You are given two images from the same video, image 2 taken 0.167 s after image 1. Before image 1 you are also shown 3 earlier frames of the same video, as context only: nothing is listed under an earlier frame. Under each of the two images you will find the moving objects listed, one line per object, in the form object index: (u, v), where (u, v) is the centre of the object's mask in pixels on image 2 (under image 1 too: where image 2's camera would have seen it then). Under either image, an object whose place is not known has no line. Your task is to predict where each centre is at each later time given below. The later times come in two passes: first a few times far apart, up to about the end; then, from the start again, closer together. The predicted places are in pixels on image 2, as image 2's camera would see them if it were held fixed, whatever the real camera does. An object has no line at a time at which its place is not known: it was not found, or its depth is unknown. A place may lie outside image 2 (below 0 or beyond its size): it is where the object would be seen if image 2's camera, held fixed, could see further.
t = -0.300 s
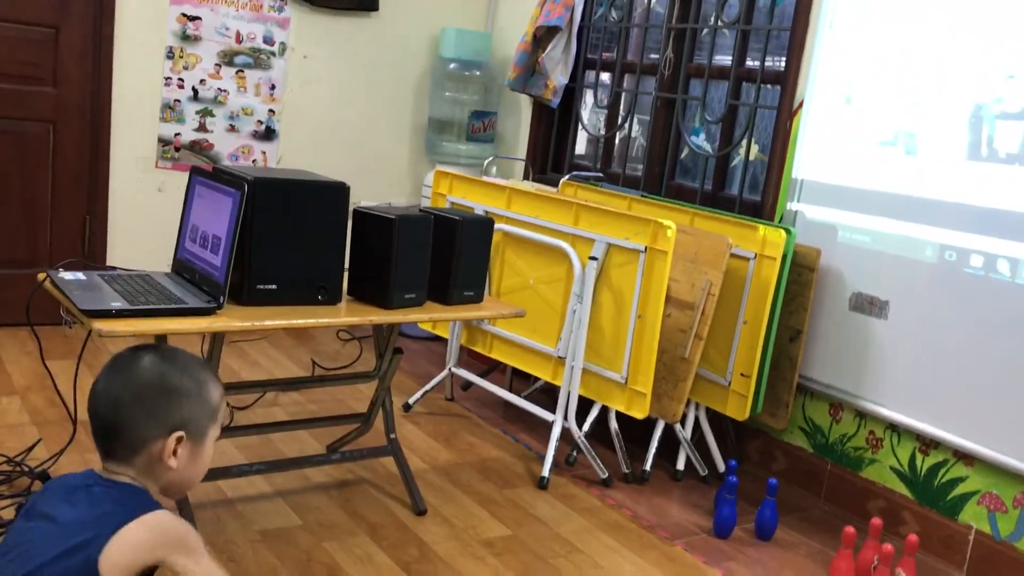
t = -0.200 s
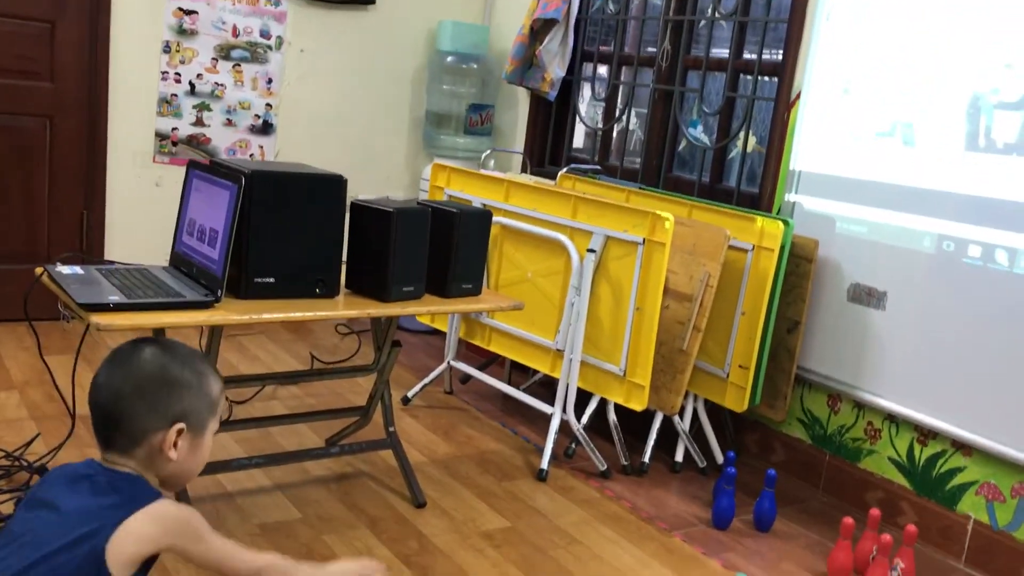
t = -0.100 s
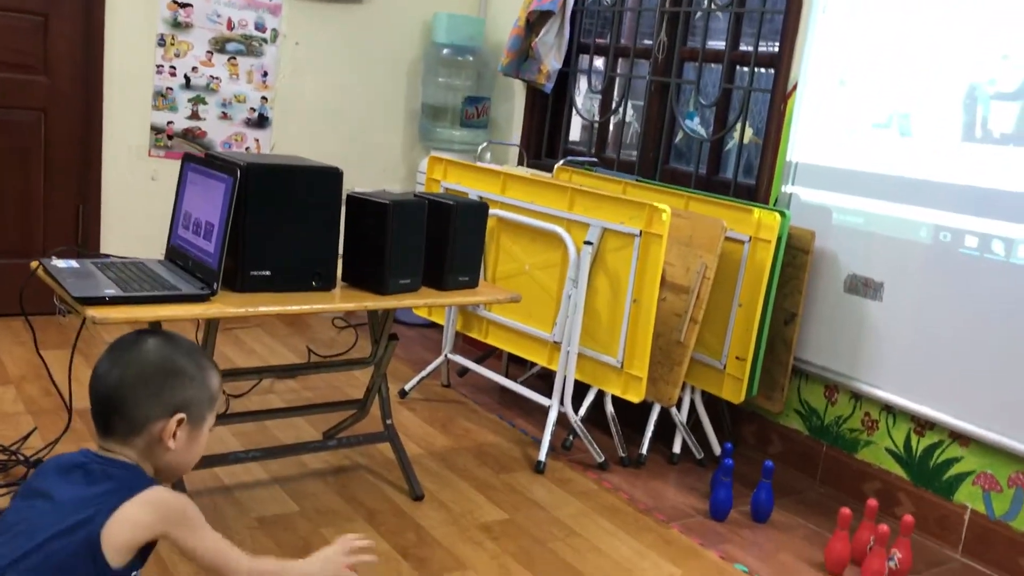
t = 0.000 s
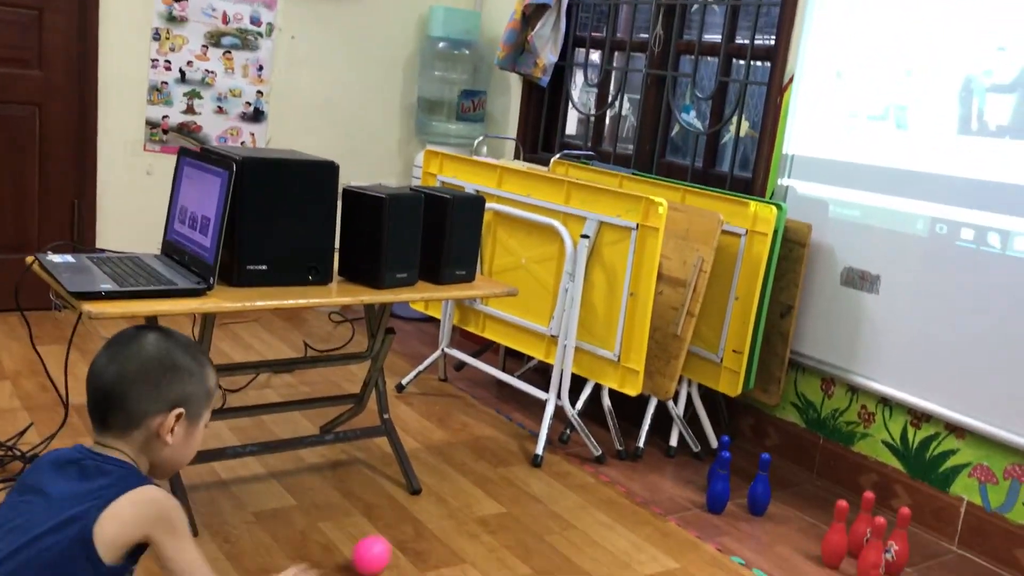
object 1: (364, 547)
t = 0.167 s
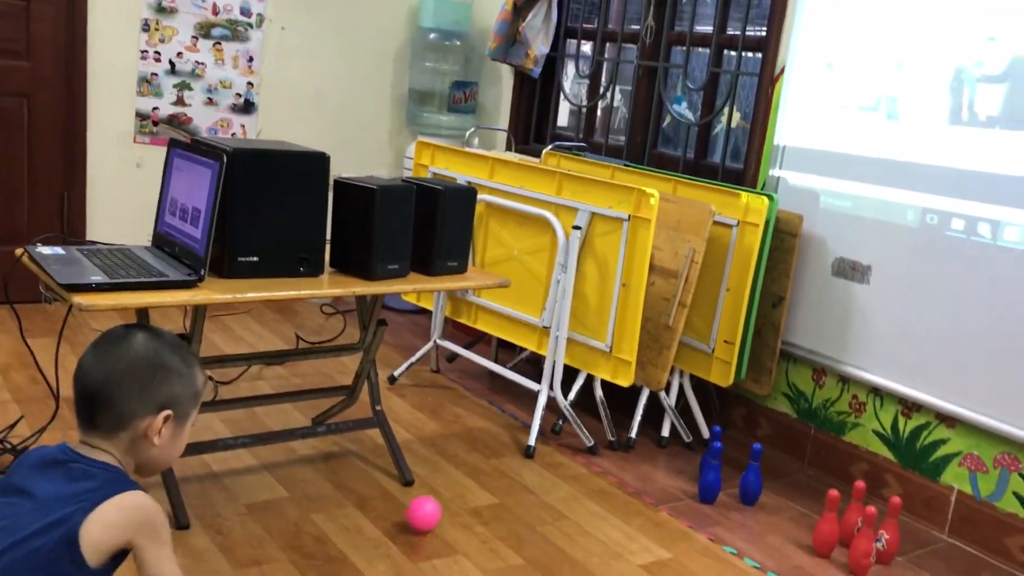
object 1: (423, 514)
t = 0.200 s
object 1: (432, 508)
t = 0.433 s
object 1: (492, 474)
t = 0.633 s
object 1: (530, 445)
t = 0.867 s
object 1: (551, 454)
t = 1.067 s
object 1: (582, 460)
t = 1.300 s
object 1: (618, 466)
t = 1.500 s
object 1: (654, 473)
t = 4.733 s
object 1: (808, 473)
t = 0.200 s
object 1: (432, 508)
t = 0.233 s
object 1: (442, 503)
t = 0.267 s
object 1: (452, 498)
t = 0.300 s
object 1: (461, 493)
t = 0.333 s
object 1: (470, 487)
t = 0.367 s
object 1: (478, 482)
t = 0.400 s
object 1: (486, 477)
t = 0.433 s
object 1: (492, 474)
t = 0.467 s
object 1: (500, 469)
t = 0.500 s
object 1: (507, 464)
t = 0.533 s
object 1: (514, 460)
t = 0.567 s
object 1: (520, 456)
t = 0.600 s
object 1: (526, 452)
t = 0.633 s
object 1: (530, 445)
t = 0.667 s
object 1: (531, 439)
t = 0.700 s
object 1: (533, 436)
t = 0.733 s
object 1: (535, 437)
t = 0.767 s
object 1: (536, 443)
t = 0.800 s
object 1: (539, 450)
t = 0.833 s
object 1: (545, 452)
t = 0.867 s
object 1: (551, 454)
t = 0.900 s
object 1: (557, 455)
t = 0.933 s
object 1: (561, 456)
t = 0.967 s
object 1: (567, 458)
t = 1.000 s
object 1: (572, 459)
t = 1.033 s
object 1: (577, 460)
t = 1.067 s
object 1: (582, 460)
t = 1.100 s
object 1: (587, 461)
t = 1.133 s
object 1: (592, 462)
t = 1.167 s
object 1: (597, 462)
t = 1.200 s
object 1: (602, 463)
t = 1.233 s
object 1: (607, 464)
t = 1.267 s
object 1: (612, 464)
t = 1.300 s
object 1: (618, 466)
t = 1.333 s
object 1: (624, 467)
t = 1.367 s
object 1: (630, 470)
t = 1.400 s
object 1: (636, 471)
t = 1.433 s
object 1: (642, 471)
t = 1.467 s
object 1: (647, 473)
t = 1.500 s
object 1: (654, 473)
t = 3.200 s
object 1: (787, 478)
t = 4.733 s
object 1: (808, 473)
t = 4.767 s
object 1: (806, 473)
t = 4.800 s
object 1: (805, 472)
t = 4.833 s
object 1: (802, 472)
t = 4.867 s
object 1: (801, 472)
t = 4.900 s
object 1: (800, 472)
